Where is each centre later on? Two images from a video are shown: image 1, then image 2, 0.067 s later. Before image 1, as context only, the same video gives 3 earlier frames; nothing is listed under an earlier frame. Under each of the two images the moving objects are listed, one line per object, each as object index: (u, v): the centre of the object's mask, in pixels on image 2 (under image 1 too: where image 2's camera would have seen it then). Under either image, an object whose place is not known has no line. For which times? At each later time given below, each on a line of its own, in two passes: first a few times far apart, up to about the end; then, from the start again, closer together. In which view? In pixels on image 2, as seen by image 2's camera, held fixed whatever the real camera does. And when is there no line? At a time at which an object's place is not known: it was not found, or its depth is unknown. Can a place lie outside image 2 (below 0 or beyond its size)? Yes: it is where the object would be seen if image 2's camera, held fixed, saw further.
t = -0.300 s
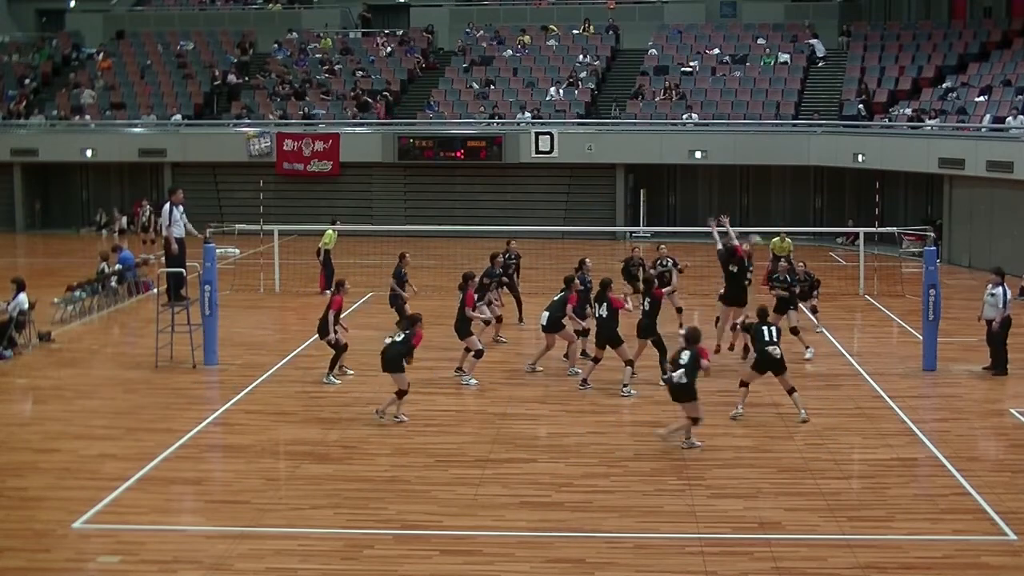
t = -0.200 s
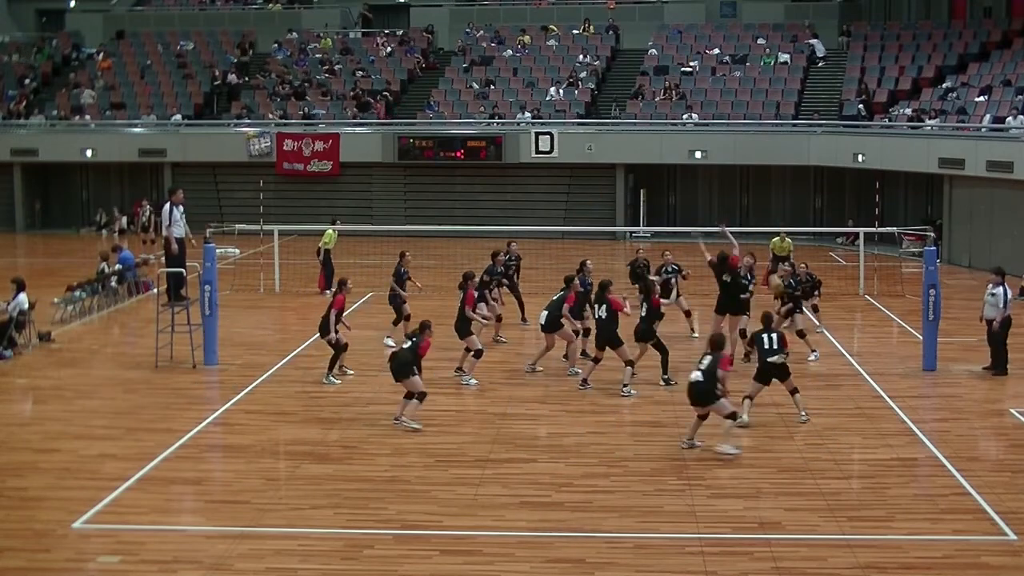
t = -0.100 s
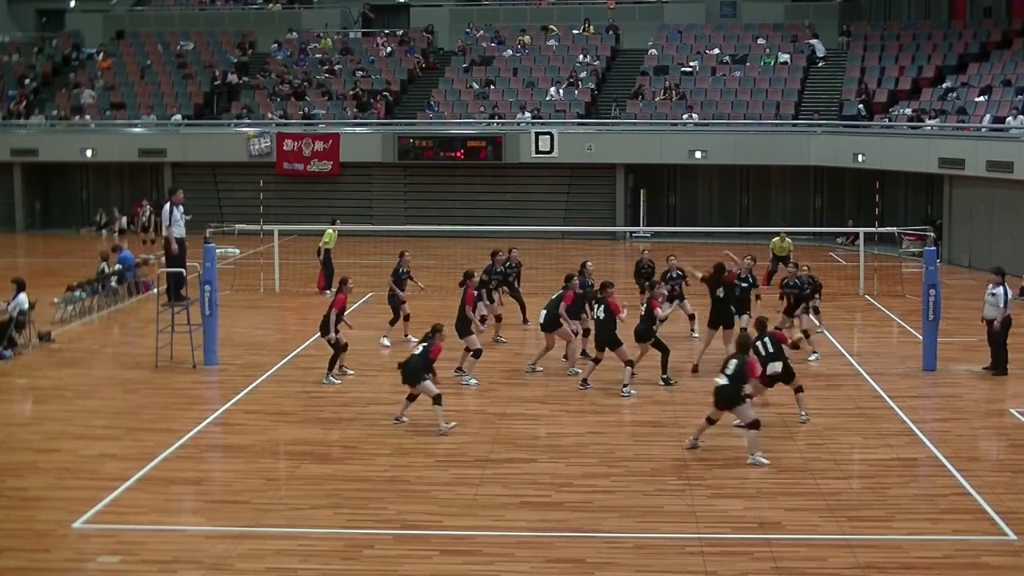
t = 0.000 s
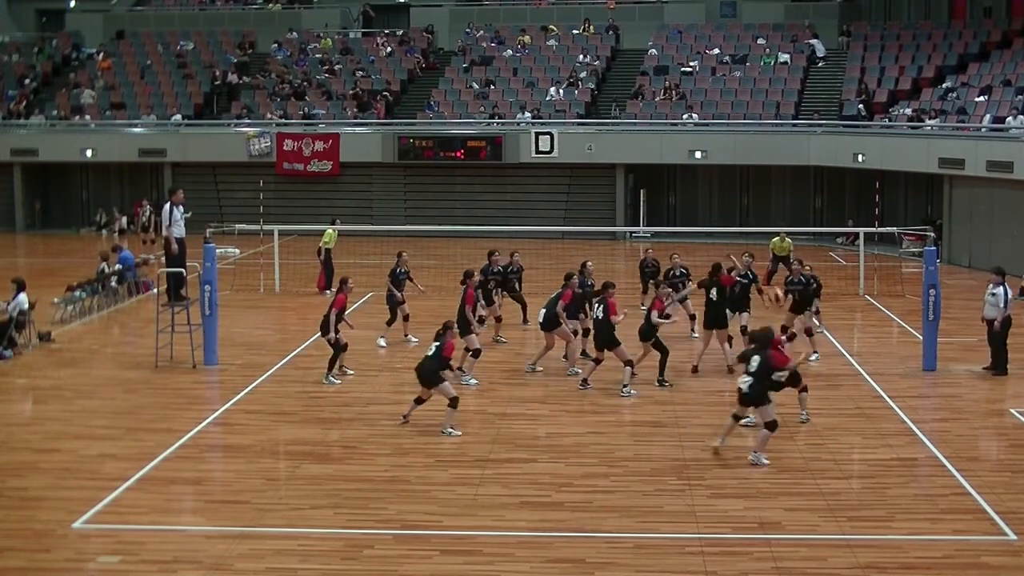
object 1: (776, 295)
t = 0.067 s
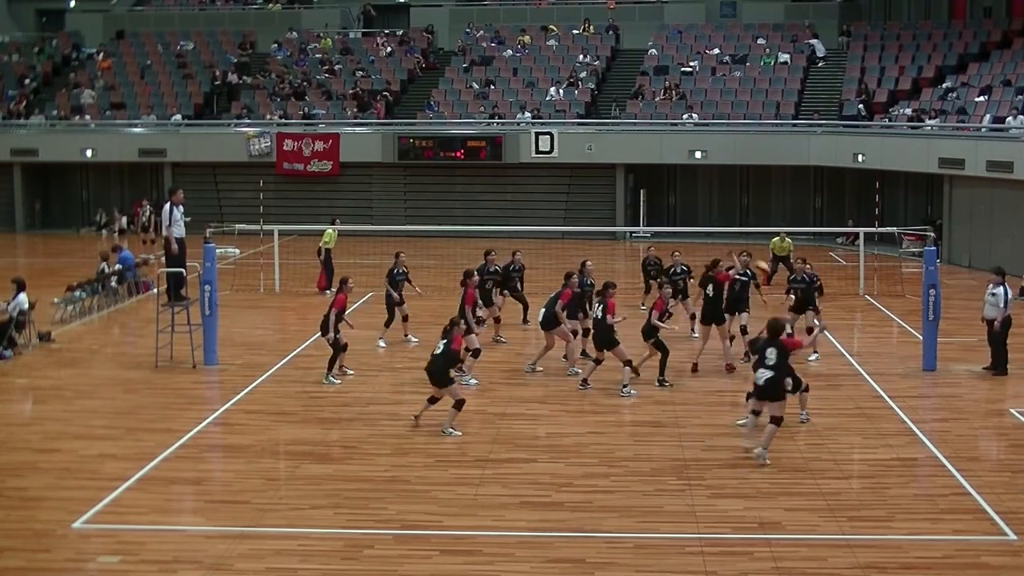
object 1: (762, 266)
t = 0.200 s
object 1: (733, 226)
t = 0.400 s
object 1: (694, 190)
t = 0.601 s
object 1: (655, 185)
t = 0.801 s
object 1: (621, 208)
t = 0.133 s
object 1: (748, 245)
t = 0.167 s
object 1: (739, 235)
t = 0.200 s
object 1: (733, 226)
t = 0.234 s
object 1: (726, 218)
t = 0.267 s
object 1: (720, 211)
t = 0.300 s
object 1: (713, 204)
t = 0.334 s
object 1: (707, 199)
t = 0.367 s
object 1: (700, 194)
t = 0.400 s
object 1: (694, 190)
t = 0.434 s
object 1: (687, 187)
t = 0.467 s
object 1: (681, 185)
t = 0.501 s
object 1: (674, 183)
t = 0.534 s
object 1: (668, 183)
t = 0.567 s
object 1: (661, 184)
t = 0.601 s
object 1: (655, 185)
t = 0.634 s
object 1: (649, 187)
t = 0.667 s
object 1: (642, 190)
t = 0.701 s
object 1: (636, 194)
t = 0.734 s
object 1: (632, 198)
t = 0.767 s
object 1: (627, 202)
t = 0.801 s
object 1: (621, 208)
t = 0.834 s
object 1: (615, 214)
